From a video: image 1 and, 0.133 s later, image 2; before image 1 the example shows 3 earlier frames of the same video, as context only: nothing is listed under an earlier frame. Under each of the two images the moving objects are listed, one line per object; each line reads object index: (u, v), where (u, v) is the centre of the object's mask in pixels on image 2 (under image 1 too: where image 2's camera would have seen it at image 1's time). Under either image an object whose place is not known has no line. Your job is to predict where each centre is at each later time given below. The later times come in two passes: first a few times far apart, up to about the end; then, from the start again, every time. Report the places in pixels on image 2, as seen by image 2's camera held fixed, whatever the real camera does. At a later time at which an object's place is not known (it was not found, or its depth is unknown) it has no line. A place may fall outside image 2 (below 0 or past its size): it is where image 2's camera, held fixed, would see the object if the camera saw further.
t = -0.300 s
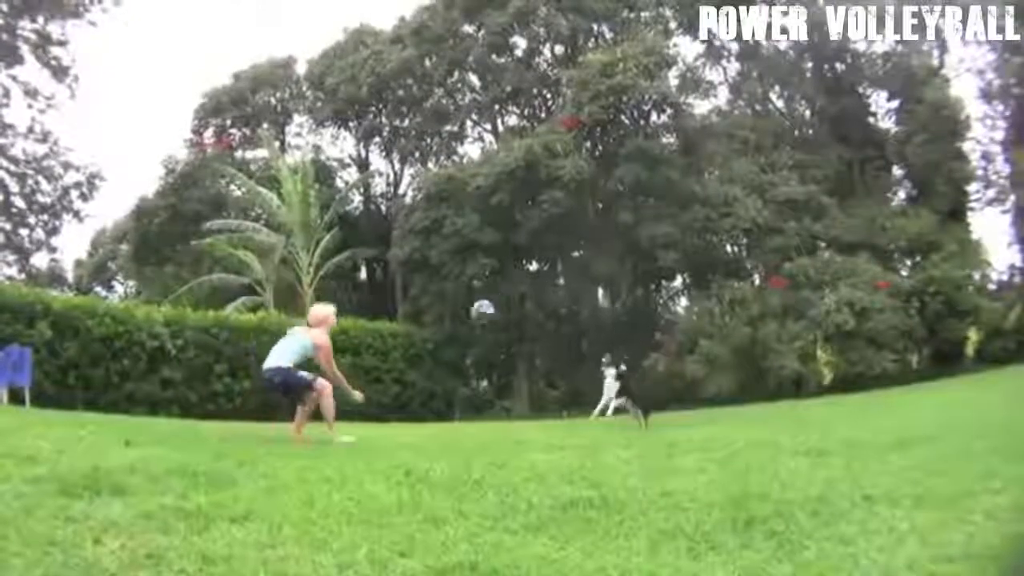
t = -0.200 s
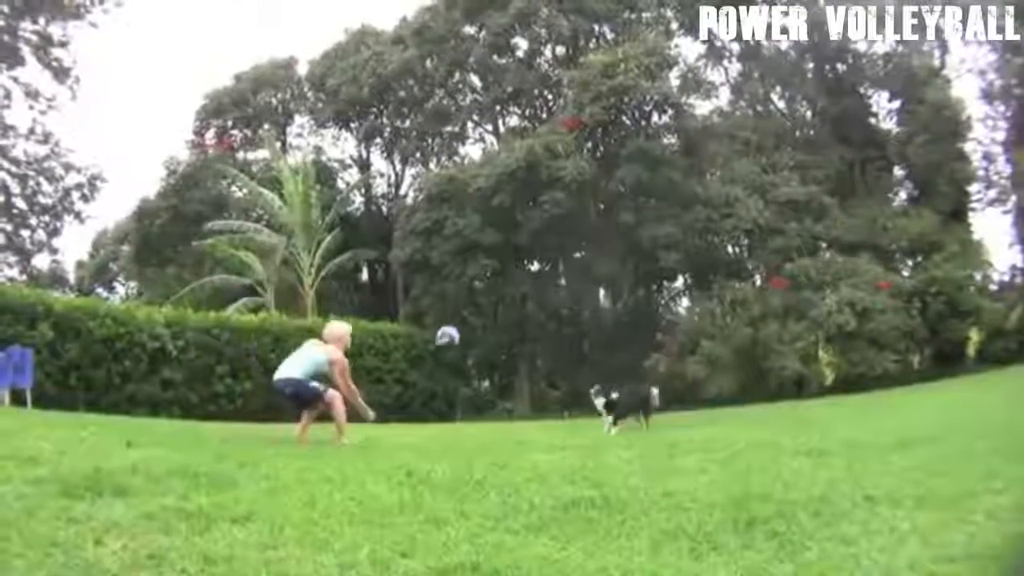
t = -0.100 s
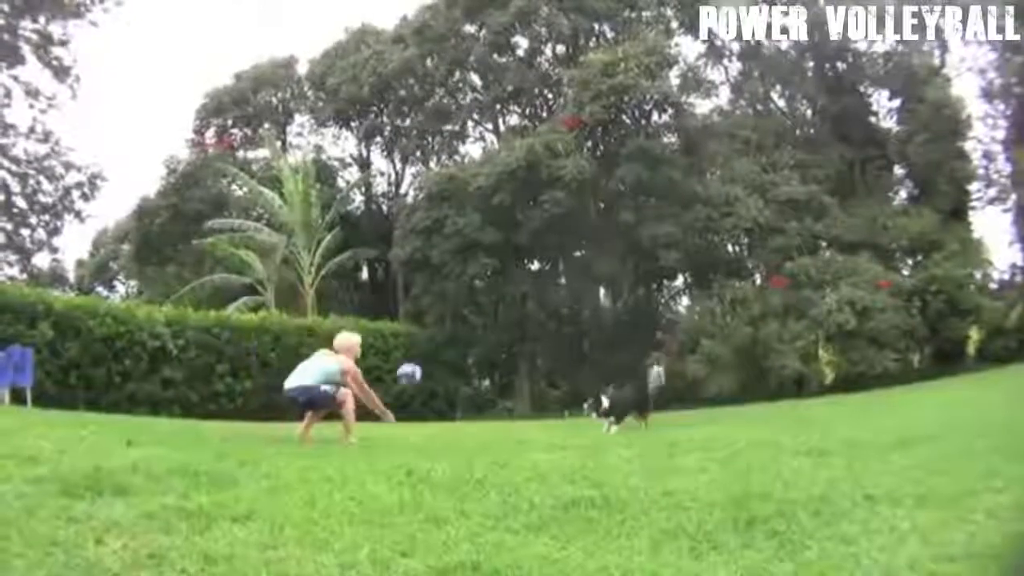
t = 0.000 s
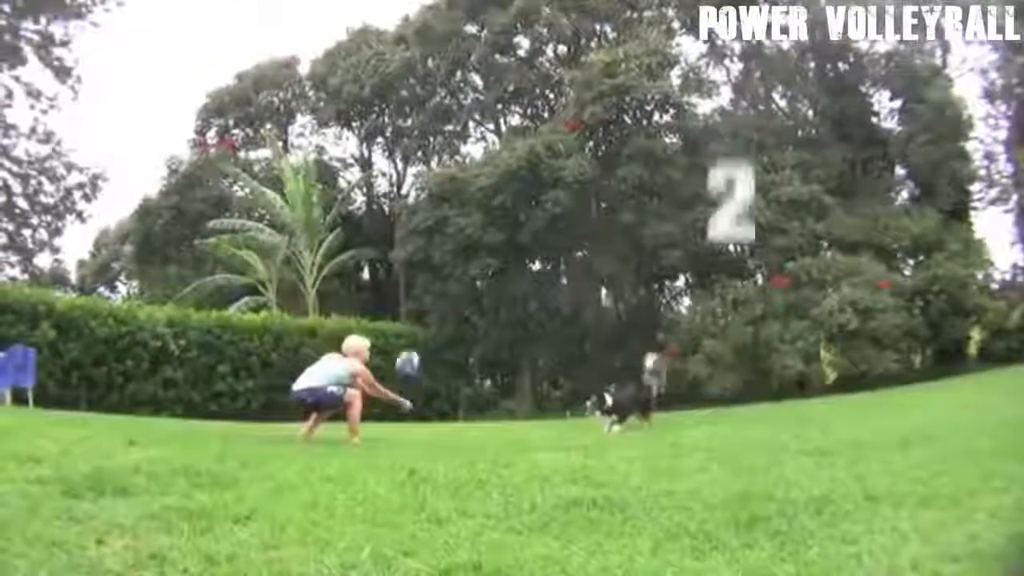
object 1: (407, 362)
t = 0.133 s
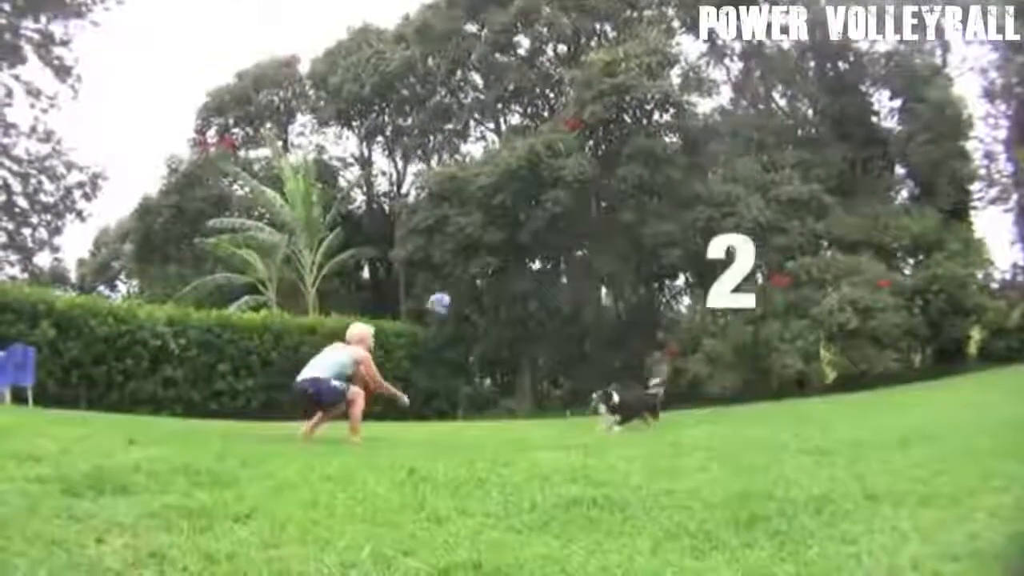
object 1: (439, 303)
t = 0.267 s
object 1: (468, 267)
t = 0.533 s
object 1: (522, 254)
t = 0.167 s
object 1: (447, 292)
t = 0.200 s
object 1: (454, 282)
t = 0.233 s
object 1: (461, 273)
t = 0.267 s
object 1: (468, 267)
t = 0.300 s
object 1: (476, 261)
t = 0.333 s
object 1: (483, 258)
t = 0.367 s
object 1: (490, 252)
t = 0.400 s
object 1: (497, 252)
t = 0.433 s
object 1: (503, 251)
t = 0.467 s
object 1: (509, 251)
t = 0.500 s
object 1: (516, 251)
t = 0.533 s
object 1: (522, 254)
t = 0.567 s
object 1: (528, 257)
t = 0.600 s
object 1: (534, 261)
